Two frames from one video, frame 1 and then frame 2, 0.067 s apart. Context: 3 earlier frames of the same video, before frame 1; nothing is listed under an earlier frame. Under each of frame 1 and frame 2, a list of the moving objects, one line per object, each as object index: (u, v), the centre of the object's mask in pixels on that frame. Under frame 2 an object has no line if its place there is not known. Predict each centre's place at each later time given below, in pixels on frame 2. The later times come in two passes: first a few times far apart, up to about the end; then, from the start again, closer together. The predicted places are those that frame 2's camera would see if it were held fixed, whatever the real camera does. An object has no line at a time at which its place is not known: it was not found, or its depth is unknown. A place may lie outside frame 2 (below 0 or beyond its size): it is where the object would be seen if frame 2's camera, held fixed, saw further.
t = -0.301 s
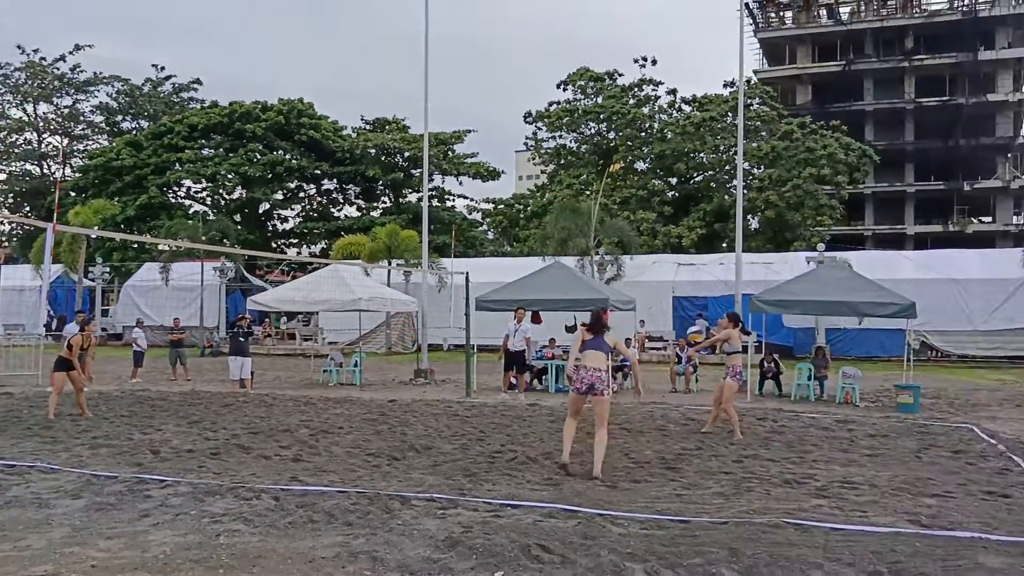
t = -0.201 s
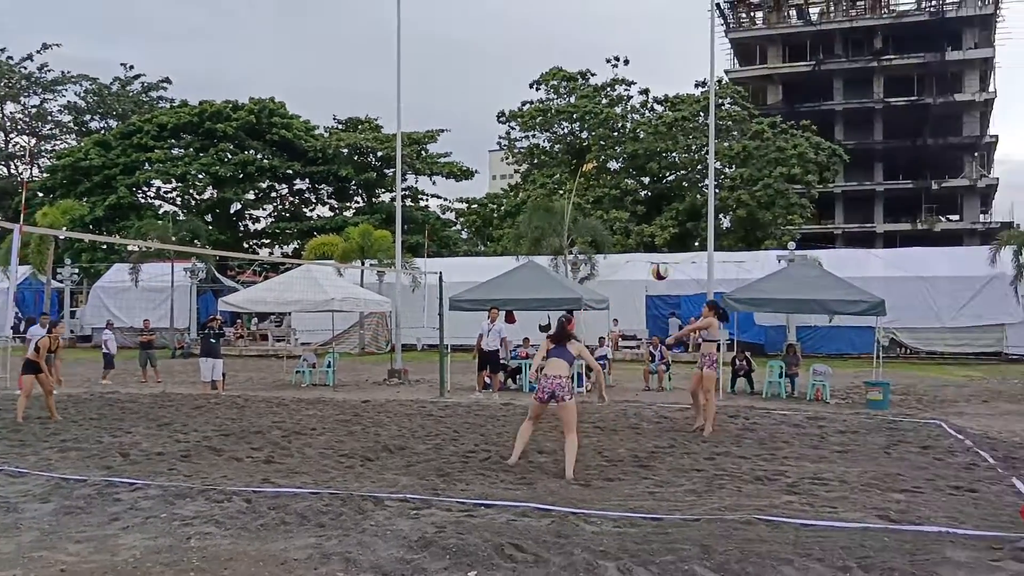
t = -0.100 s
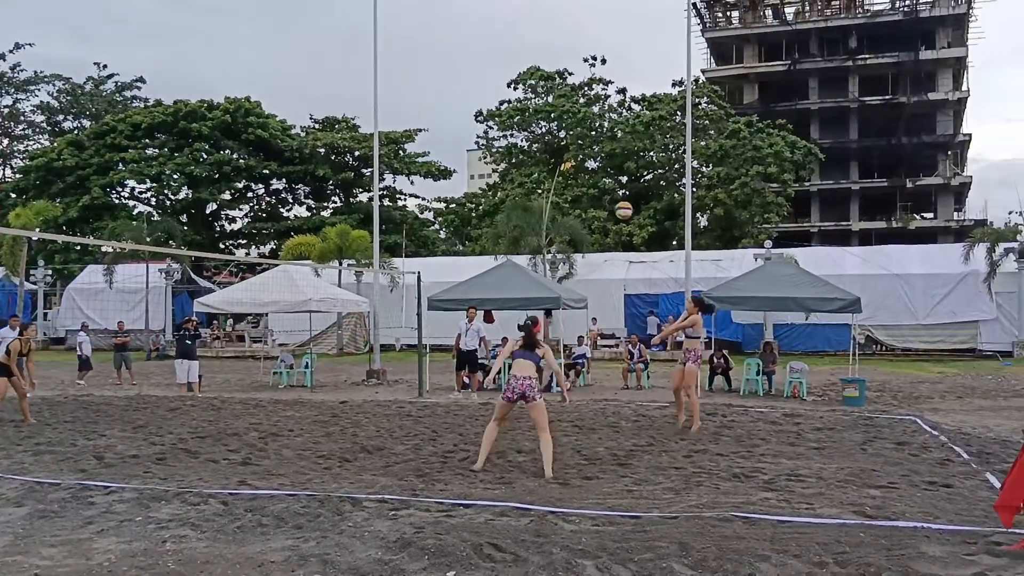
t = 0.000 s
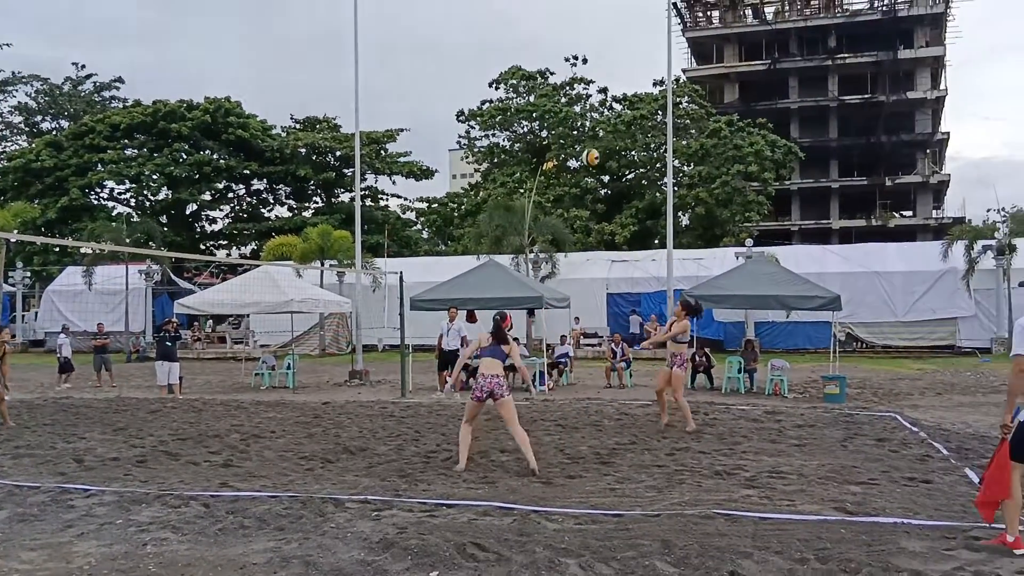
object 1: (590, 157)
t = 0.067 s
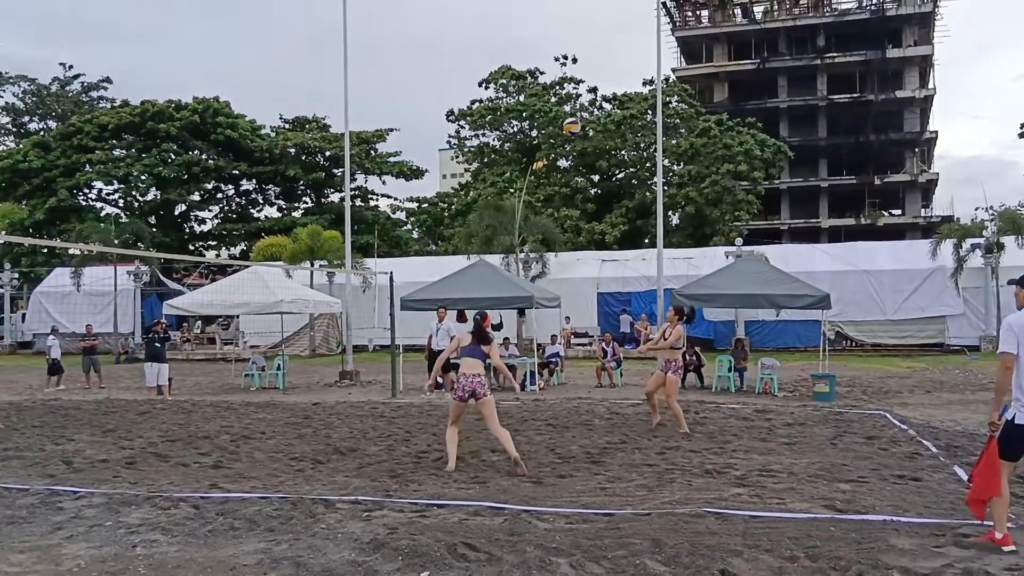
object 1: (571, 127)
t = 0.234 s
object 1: (550, 67)
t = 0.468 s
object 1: (522, 21)
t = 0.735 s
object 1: (490, 20)
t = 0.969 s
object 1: (463, 65)
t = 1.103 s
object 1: (449, 111)
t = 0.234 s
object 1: (550, 67)
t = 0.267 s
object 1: (546, 58)
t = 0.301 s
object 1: (542, 50)
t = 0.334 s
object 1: (538, 41)
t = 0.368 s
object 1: (535, 35)
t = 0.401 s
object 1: (530, 30)
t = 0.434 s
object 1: (526, 25)
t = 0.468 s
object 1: (522, 21)
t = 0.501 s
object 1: (518, 17)
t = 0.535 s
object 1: (514, 15)
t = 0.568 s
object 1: (510, 13)
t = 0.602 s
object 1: (506, 12)
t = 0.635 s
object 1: (502, 13)
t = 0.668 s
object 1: (498, 14)
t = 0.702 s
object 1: (494, 16)
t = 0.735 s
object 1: (490, 20)
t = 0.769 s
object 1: (487, 23)
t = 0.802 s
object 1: (482, 29)
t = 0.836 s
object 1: (478, 34)
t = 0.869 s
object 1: (475, 40)
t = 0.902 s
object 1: (471, 48)
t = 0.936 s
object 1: (467, 56)
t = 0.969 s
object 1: (463, 65)
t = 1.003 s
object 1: (459, 75)
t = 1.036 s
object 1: (456, 86)
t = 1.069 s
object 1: (452, 98)
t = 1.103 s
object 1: (449, 111)
